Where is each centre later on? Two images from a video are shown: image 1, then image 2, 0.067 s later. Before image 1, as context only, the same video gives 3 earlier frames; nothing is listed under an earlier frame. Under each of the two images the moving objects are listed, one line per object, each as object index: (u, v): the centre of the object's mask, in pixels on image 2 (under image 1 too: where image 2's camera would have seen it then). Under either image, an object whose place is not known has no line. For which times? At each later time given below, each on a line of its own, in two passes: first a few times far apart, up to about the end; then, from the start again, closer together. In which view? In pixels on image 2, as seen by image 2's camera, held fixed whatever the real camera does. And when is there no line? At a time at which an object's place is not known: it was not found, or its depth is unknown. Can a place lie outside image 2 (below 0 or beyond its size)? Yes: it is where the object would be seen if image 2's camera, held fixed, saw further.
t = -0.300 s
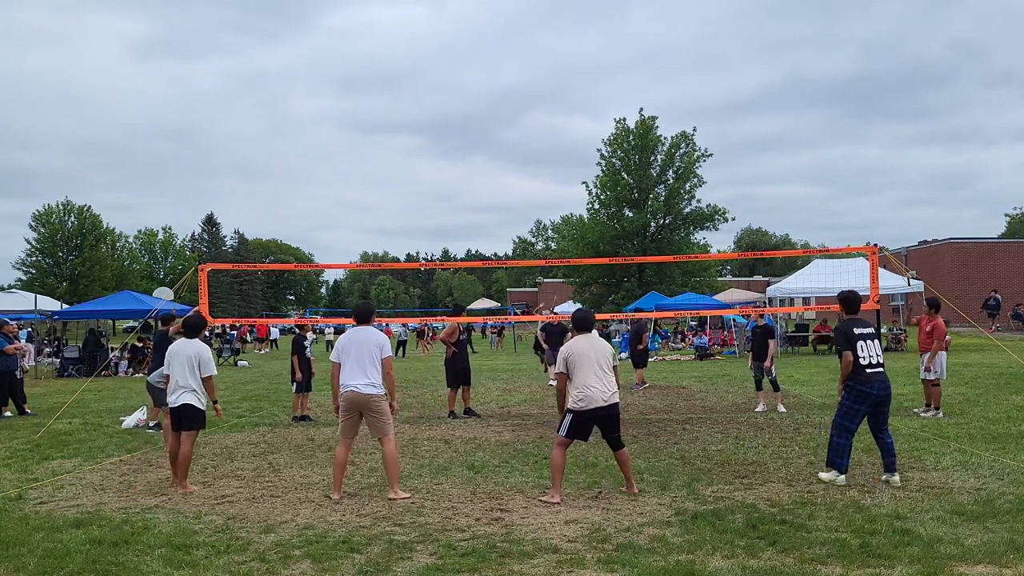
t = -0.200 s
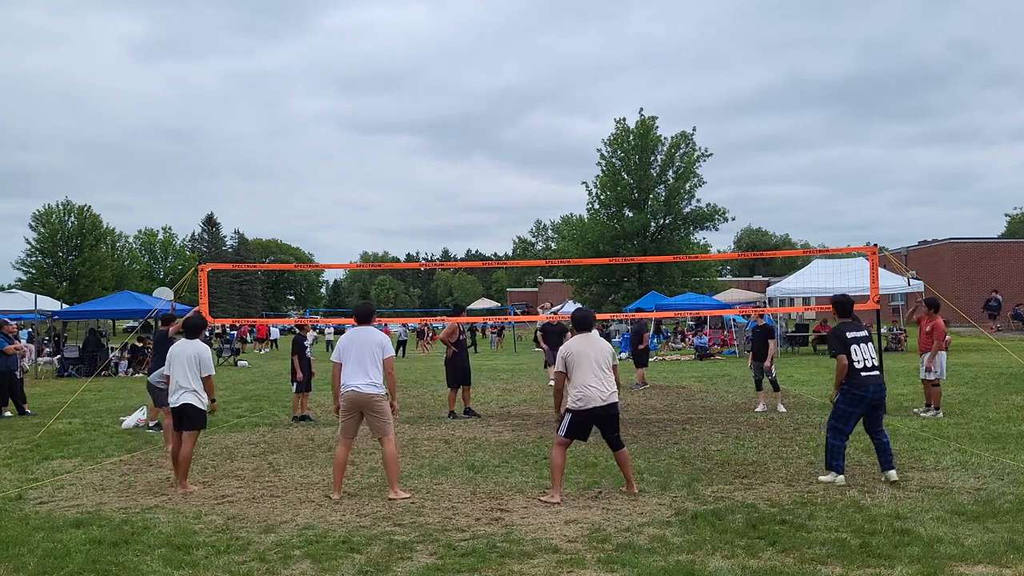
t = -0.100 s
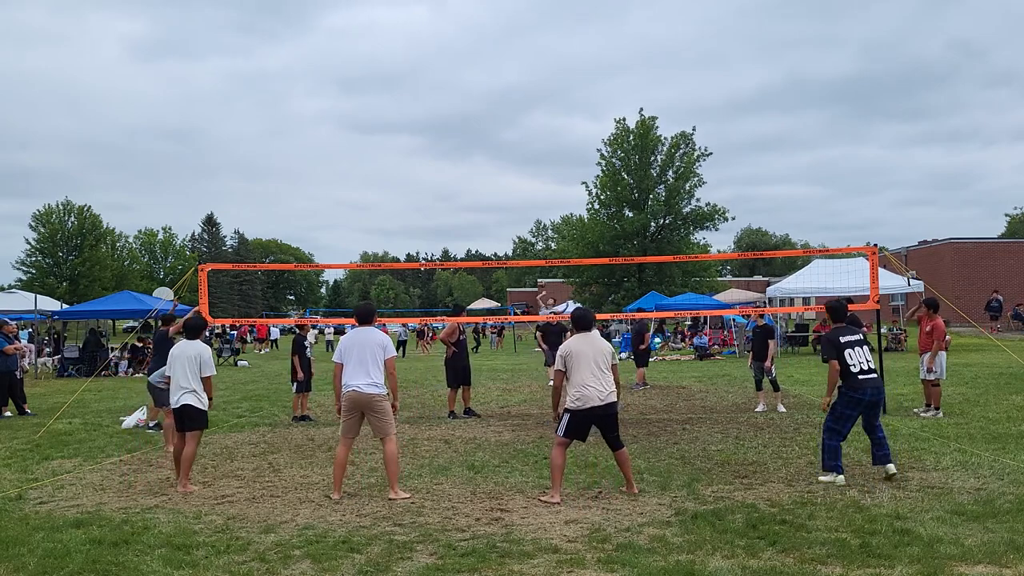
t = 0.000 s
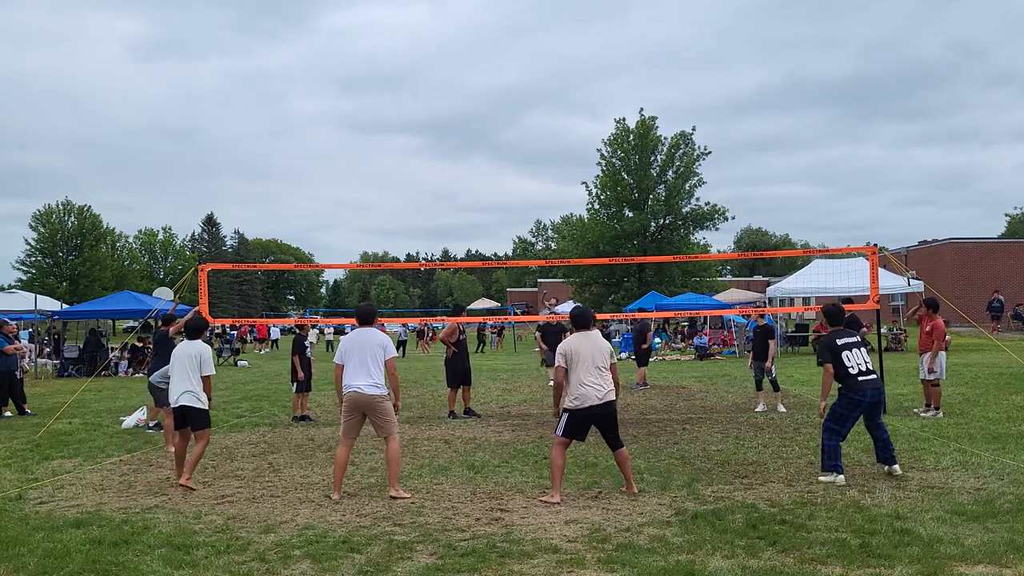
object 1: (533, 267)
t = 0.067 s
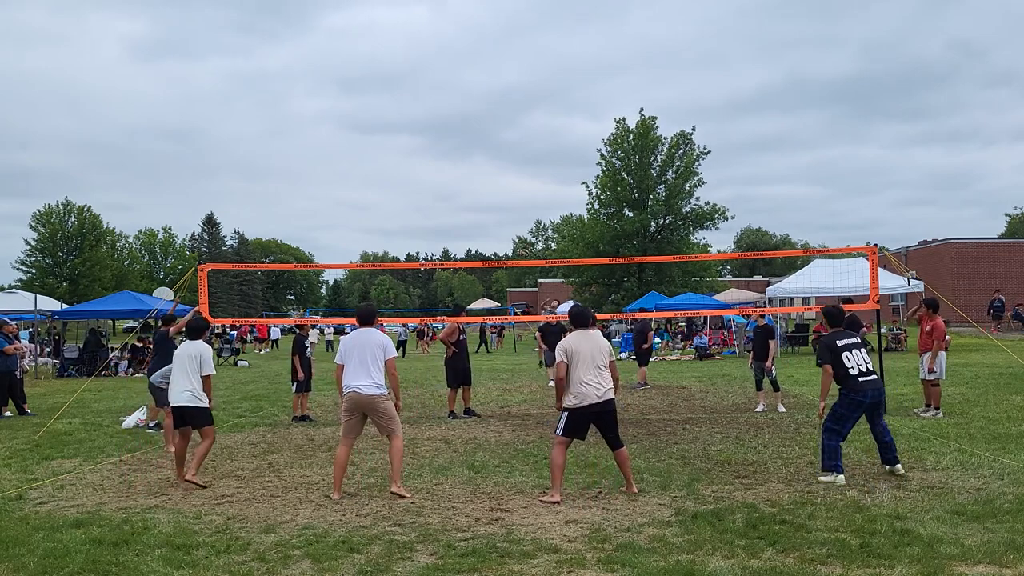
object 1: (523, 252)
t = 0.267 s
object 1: (491, 215)
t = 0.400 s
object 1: (463, 195)
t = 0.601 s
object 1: (407, 178)
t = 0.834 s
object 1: (322, 192)
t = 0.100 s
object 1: (519, 245)
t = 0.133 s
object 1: (514, 239)
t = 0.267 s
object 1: (491, 215)
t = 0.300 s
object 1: (485, 210)
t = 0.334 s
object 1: (478, 204)
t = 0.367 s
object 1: (471, 200)
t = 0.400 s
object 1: (463, 195)
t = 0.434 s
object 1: (455, 191)
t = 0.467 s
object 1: (446, 187)
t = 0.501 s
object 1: (437, 184)
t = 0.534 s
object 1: (428, 181)
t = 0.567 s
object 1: (418, 179)
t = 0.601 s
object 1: (407, 178)
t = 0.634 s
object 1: (397, 178)
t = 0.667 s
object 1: (386, 178)
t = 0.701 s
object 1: (374, 179)
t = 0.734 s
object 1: (362, 181)
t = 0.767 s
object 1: (349, 184)
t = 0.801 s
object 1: (336, 187)
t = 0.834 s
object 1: (322, 192)
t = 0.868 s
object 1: (306, 197)
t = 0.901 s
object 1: (290, 203)
